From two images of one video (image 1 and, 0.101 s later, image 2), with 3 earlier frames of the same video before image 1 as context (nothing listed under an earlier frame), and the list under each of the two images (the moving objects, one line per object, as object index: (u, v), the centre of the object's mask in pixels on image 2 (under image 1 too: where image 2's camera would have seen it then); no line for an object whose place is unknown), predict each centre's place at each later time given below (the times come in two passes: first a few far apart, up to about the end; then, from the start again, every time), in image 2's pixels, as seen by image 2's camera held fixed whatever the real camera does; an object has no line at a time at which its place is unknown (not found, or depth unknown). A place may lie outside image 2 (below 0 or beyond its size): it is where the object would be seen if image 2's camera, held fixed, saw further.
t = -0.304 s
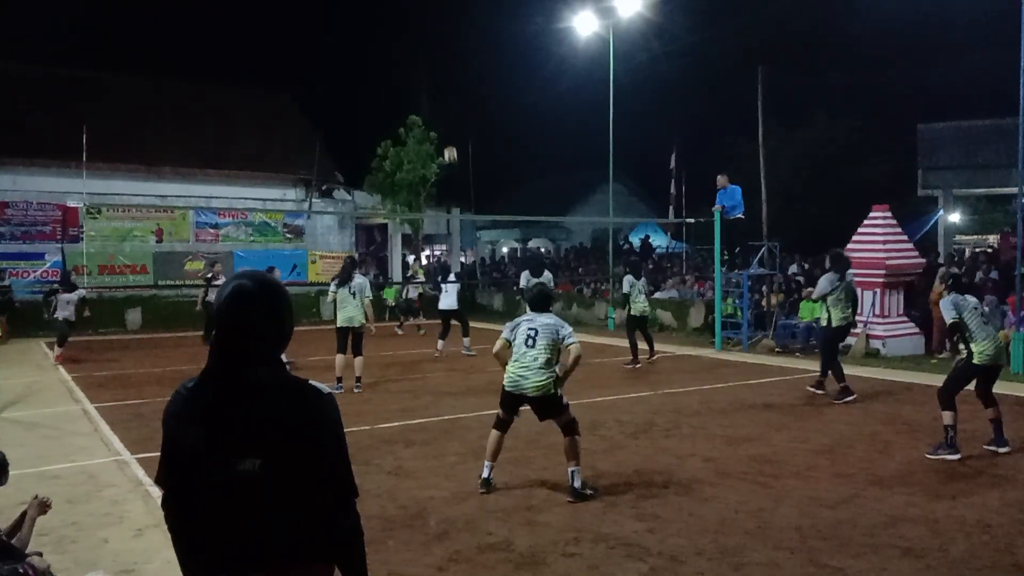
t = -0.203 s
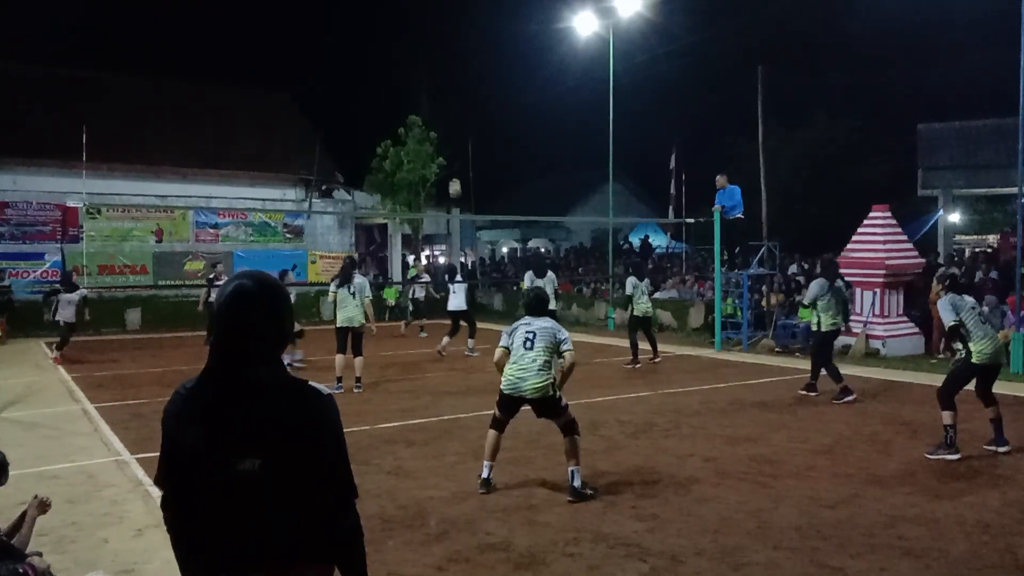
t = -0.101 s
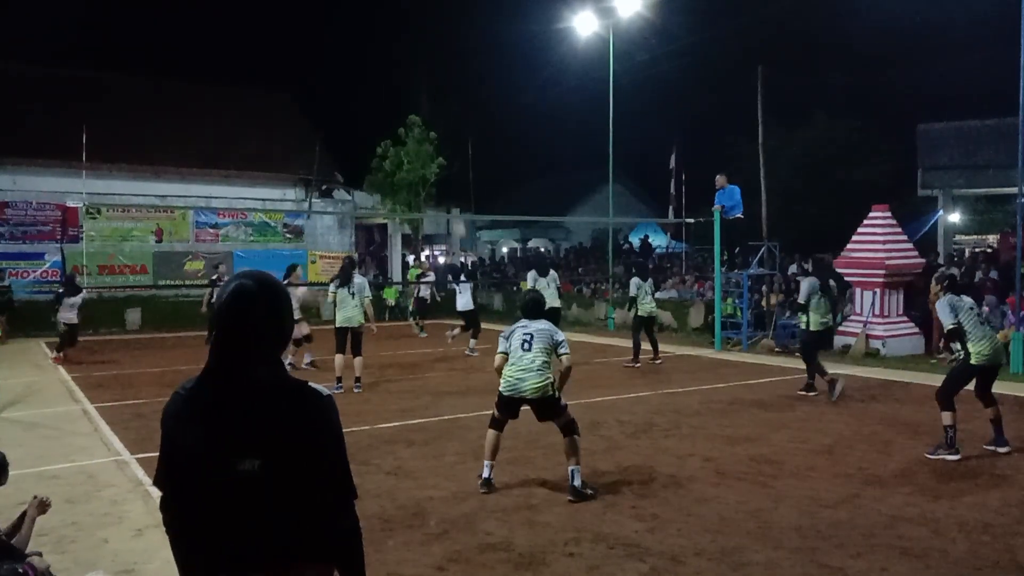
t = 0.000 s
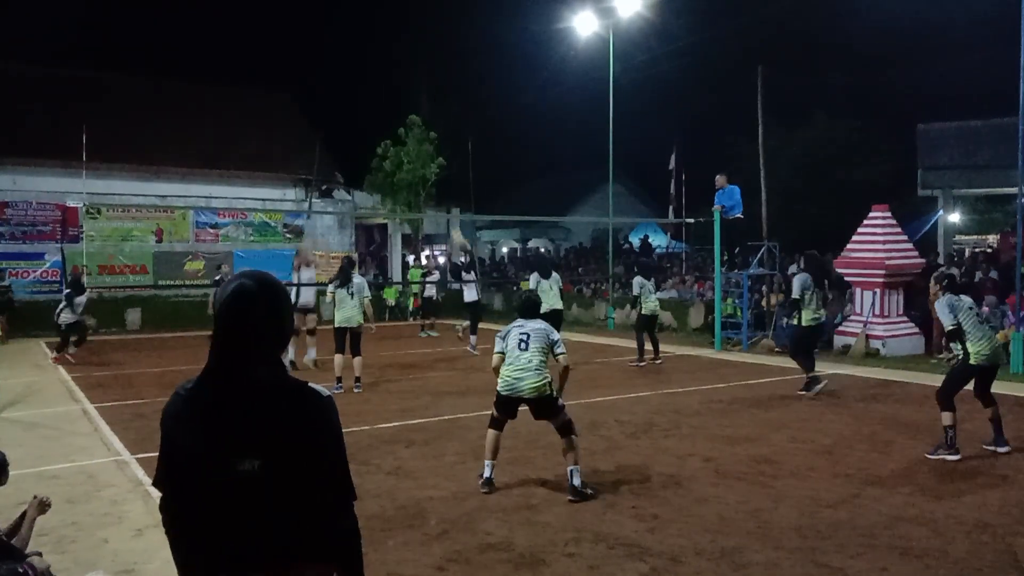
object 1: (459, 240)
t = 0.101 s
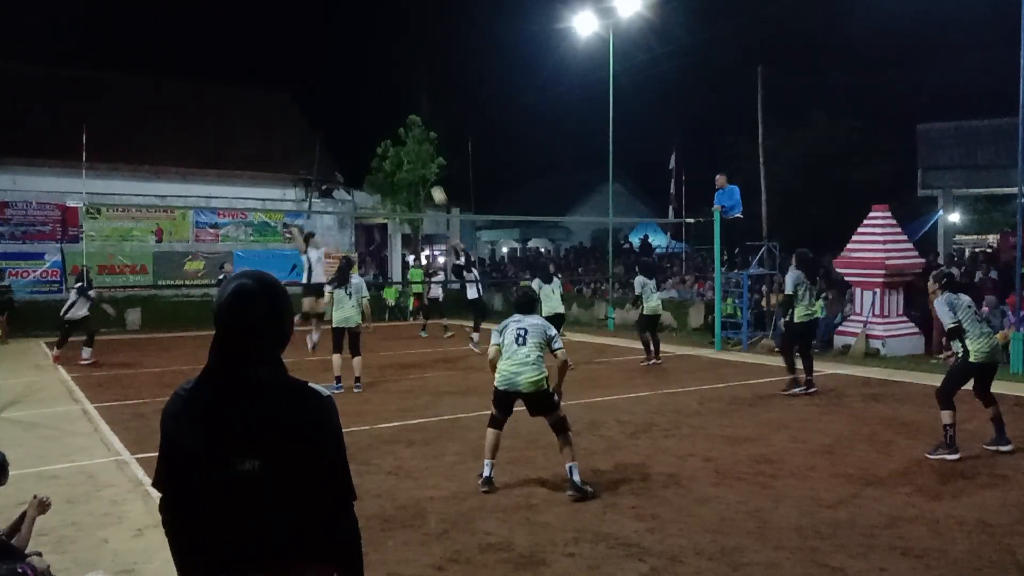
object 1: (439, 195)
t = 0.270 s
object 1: (408, 137)
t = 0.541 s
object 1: (358, 81)
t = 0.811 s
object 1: (306, 69)
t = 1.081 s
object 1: (252, 108)
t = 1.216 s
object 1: (226, 146)
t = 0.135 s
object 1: (433, 183)
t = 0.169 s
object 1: (427, 172)
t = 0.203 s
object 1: (420, 158)
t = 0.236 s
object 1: (415, 148)
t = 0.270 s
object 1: (408, 137)
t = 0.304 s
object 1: (402, 128)
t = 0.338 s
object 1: (396, 119)
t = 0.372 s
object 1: (390, 111)
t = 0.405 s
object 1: (384, 104)
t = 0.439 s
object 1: (378, 98)
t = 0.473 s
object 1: (371, 91)
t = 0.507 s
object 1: (364, 86)
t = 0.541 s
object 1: (358, 81)
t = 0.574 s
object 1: (351, 77)
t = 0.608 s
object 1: (345, 74)
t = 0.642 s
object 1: (339, 71)
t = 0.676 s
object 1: (332, 69)
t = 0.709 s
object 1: (326, 68)
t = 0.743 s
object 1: (319, 68)
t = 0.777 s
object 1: (313, 68)
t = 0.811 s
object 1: (306, 69)
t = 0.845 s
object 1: (299, 71)
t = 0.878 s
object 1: (293, 74)
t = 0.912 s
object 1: (286, 78)
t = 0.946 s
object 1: (279, 82)
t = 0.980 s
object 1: (273, 87)
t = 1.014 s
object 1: (266, 93)
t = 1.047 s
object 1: (260, 100)
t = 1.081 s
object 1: (252, 108)
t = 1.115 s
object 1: (246, 116)
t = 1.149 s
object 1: (239, 125)
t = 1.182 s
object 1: (232, 136)
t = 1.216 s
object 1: (226, 146)
